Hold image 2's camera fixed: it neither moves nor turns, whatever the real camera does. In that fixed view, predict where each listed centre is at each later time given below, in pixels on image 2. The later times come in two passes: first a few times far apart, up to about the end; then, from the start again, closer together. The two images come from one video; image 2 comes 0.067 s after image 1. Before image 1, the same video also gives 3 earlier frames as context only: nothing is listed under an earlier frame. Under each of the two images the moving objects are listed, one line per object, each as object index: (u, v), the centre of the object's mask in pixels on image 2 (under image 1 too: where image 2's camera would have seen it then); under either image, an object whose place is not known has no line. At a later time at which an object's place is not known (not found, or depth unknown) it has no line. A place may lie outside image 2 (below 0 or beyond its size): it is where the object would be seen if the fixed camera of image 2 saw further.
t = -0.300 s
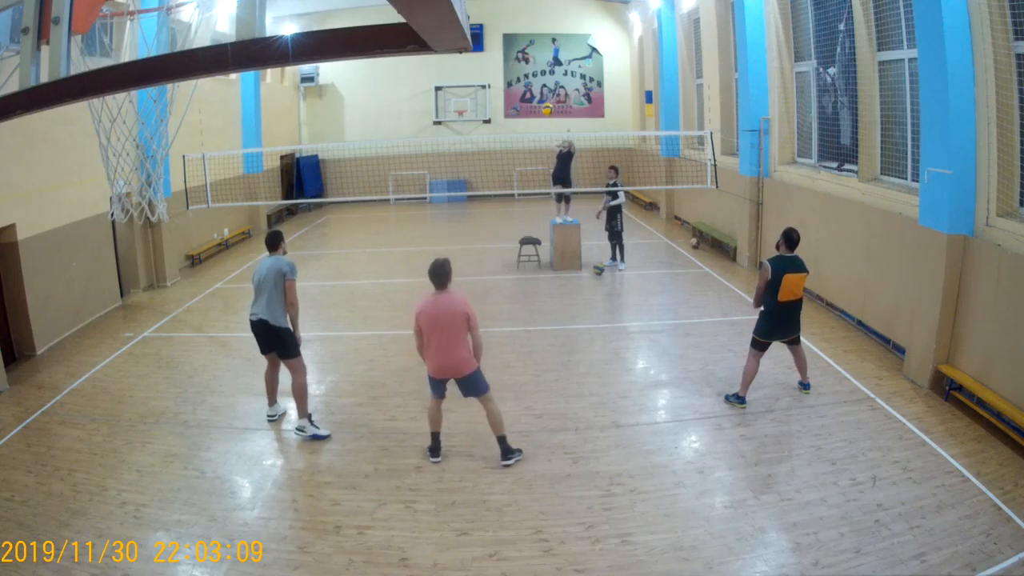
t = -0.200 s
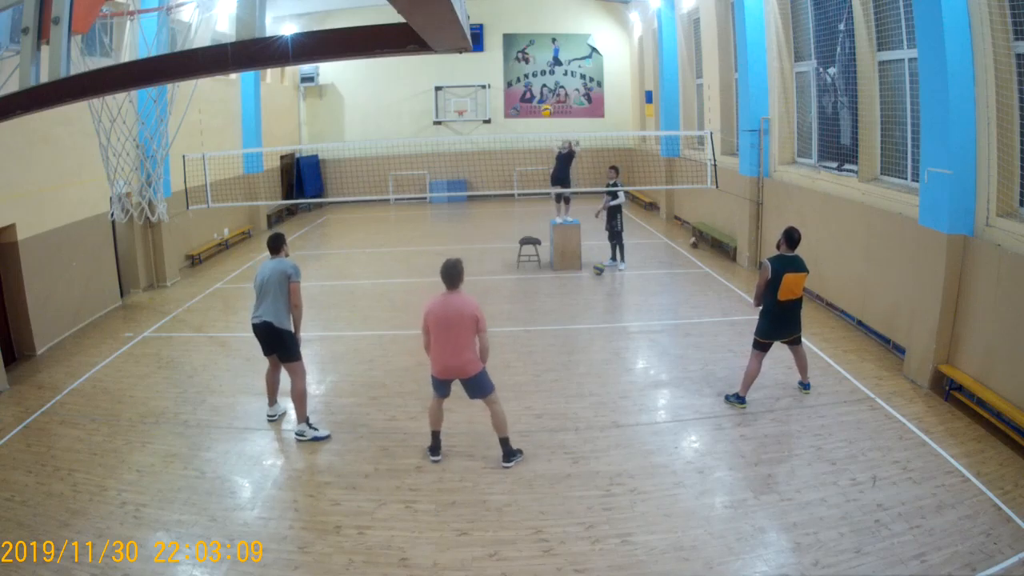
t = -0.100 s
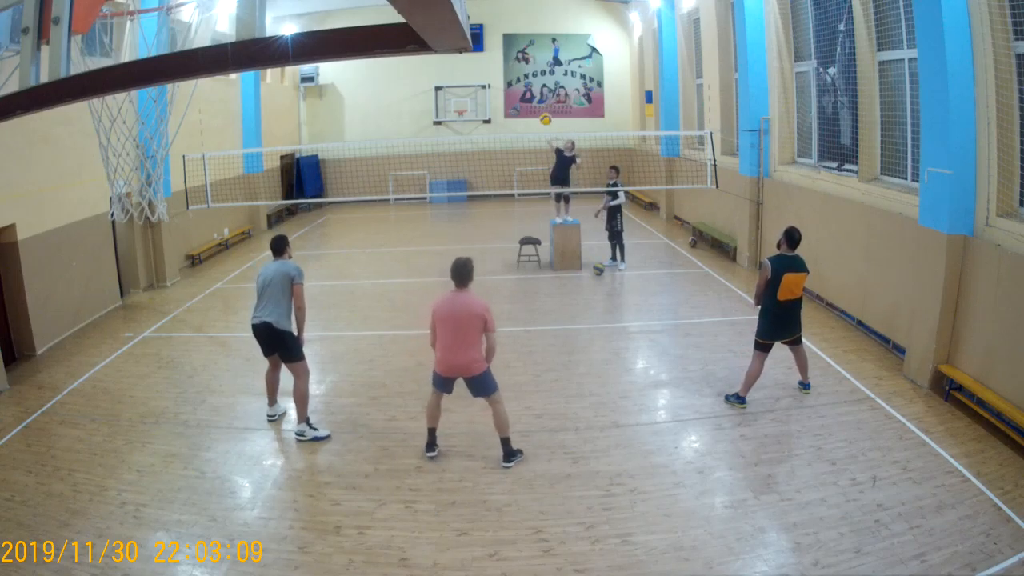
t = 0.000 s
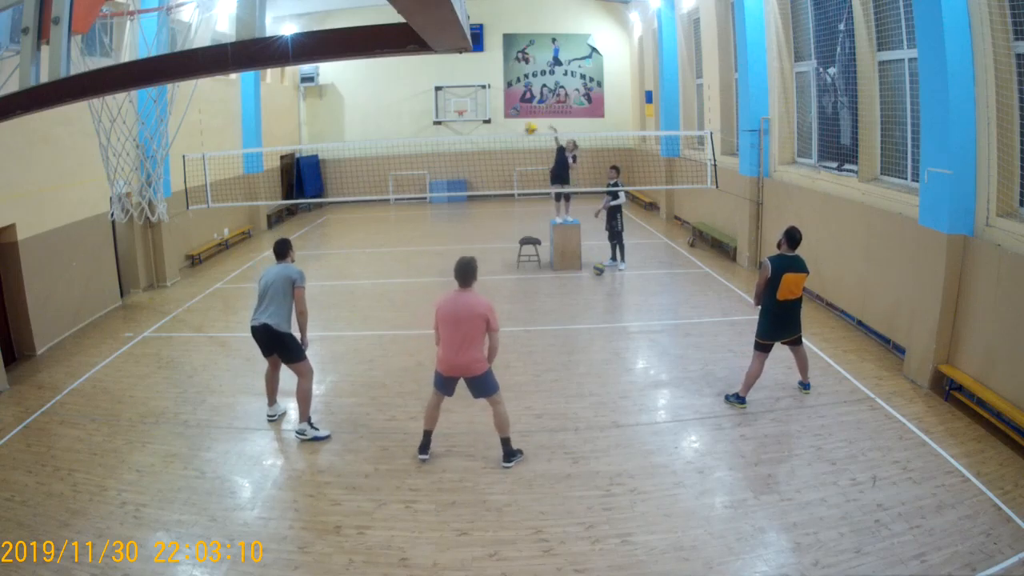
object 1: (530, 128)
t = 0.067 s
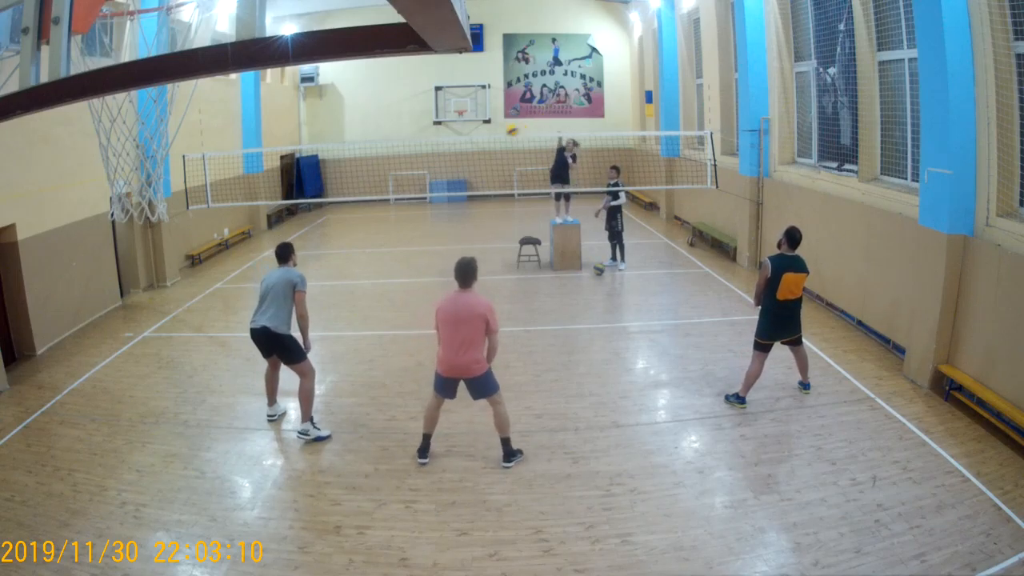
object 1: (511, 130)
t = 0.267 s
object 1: (442, 160)
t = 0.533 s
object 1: (318, 283)
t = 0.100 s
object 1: (503, 132)
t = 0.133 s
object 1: (492, 135)
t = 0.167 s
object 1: (480, 140)
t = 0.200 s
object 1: (470, 145)
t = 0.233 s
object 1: (457, 152)
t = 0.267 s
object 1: (442, 160)
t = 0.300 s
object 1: (431, 167)
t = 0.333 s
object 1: (417, 180)
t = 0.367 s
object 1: (402, 190)
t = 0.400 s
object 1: (388, 205)
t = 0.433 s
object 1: (367, 223)
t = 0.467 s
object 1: (353, 240)
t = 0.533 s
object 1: (318, 283)
